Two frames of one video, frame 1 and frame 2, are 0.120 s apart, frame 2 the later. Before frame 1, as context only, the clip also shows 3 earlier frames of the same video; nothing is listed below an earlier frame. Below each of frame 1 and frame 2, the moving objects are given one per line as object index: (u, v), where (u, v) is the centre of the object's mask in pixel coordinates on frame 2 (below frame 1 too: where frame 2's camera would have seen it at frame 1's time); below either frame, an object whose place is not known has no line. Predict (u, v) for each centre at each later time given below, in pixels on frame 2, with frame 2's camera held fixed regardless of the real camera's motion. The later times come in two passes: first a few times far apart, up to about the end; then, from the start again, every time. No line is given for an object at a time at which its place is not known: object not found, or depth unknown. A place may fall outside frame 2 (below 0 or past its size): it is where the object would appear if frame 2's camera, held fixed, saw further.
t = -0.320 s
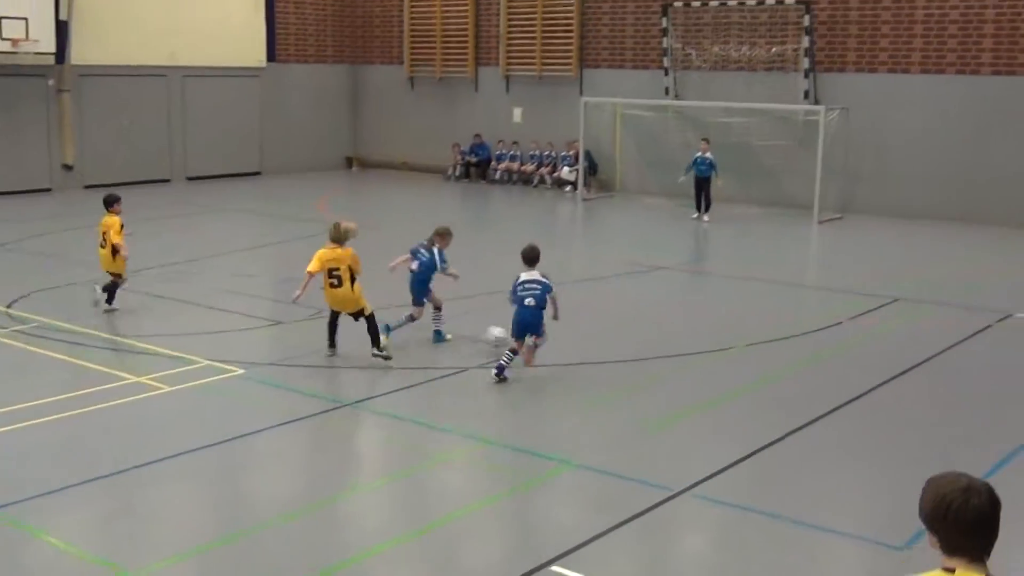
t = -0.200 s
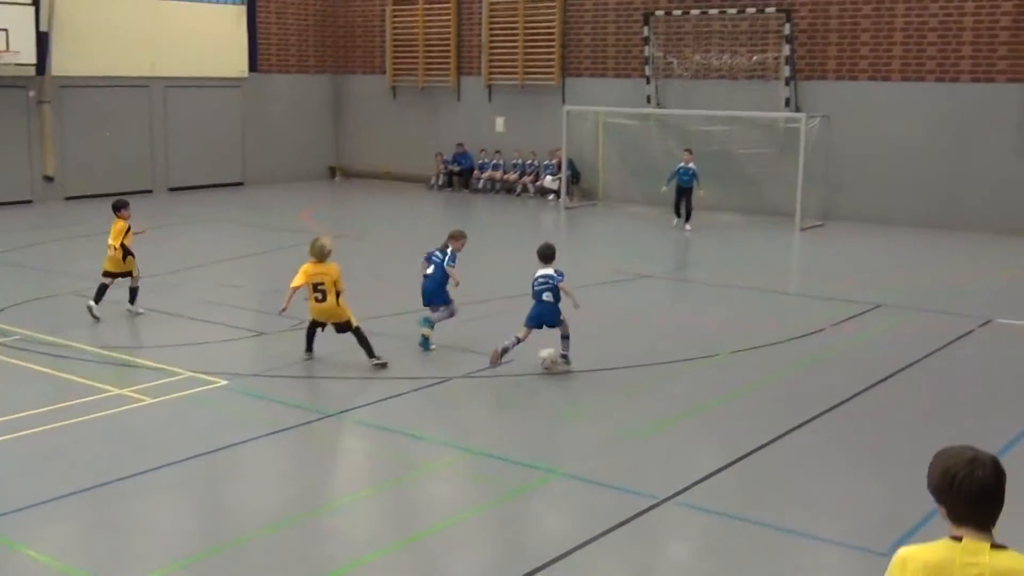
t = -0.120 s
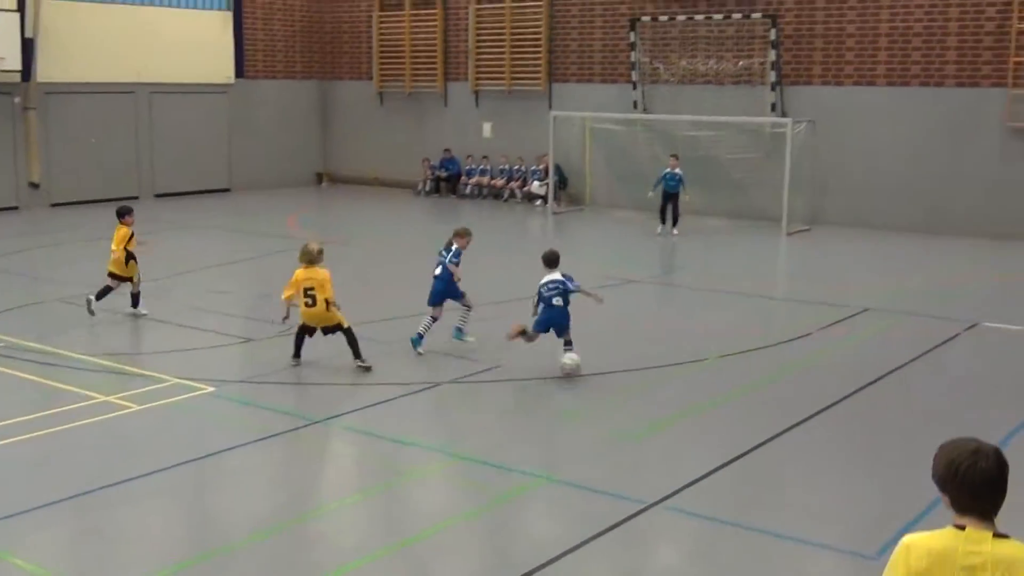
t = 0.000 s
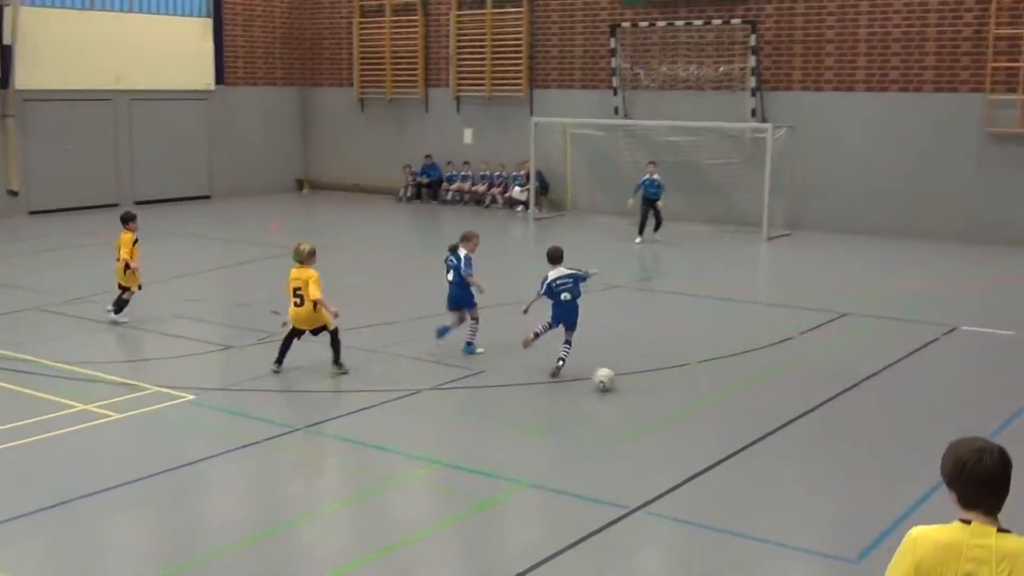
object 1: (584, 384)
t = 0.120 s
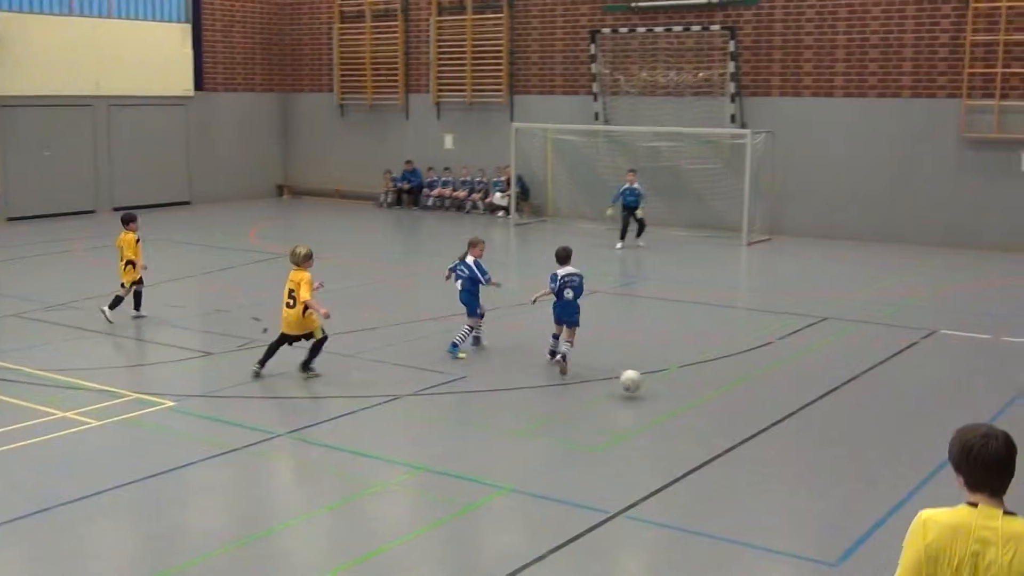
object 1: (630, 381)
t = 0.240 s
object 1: (676, 390)
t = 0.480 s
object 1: (769, 396)
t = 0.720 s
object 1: (862, 402)
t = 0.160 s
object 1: (645, 382)
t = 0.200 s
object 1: (660, 387)
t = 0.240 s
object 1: (676, 390)
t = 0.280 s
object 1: (692, 389)
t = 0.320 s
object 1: (707, 389)
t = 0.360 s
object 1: (722, 393)
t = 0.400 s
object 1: (737, 395)
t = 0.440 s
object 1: (753, 396)
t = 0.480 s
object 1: (769, 396)
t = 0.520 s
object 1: (784, 396)
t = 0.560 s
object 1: (800, 400)
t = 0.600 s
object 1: (816, 401)
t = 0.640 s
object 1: (831, 399)
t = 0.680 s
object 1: (847, 400)
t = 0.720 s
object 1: (862, 402)
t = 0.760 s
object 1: (879, 406)
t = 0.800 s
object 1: (894, 408)
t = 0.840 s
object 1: (911, 407)
